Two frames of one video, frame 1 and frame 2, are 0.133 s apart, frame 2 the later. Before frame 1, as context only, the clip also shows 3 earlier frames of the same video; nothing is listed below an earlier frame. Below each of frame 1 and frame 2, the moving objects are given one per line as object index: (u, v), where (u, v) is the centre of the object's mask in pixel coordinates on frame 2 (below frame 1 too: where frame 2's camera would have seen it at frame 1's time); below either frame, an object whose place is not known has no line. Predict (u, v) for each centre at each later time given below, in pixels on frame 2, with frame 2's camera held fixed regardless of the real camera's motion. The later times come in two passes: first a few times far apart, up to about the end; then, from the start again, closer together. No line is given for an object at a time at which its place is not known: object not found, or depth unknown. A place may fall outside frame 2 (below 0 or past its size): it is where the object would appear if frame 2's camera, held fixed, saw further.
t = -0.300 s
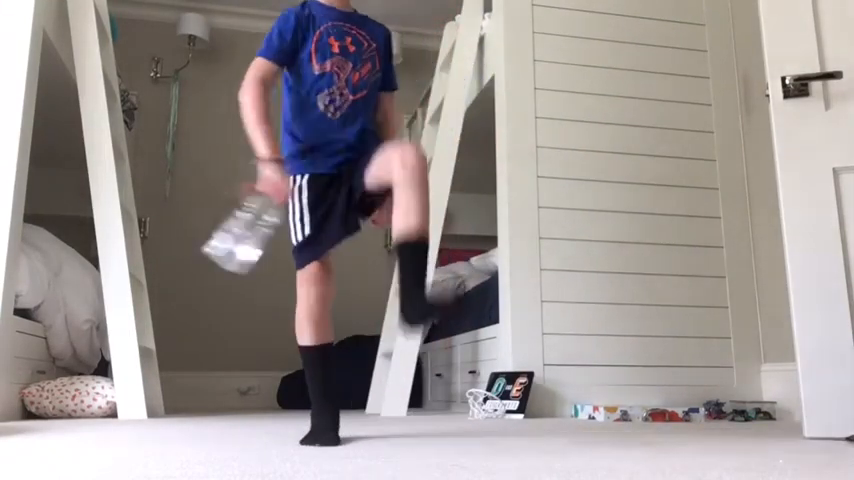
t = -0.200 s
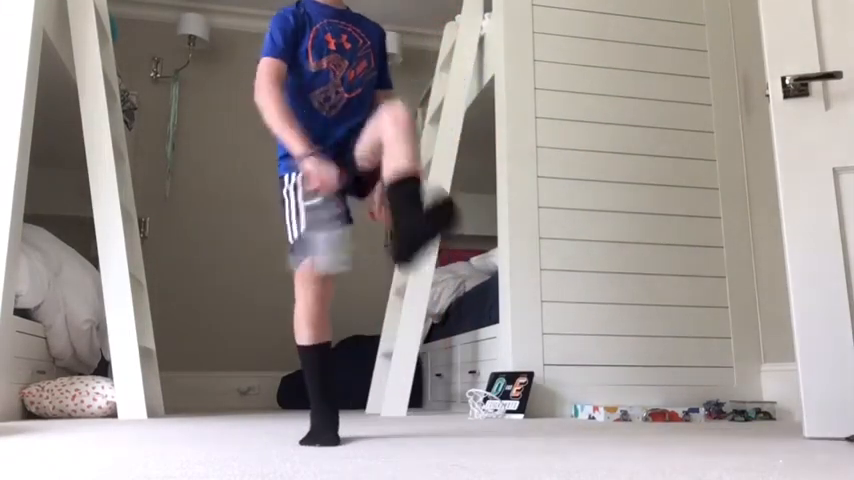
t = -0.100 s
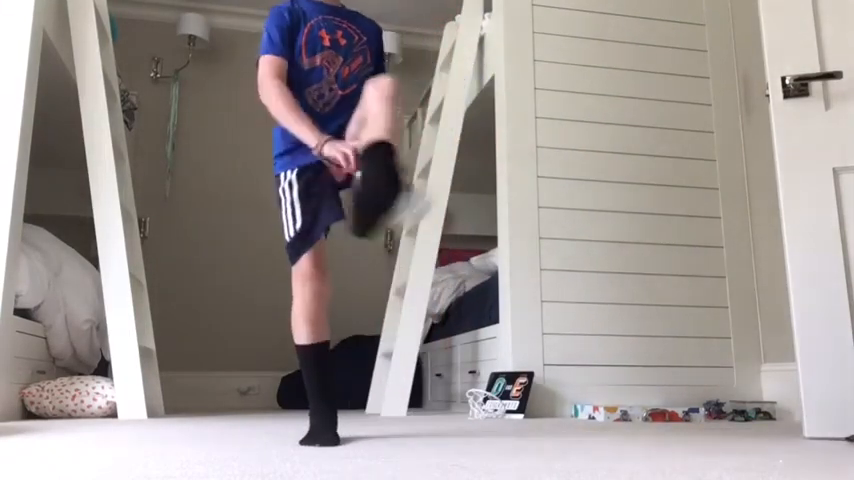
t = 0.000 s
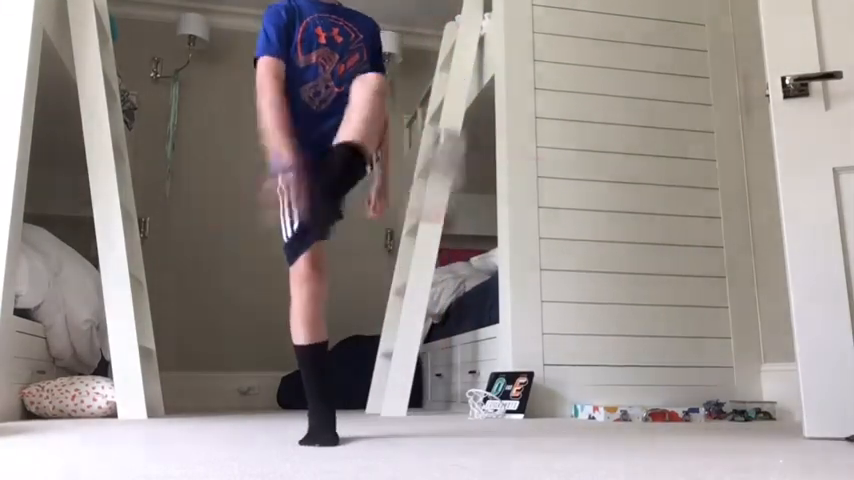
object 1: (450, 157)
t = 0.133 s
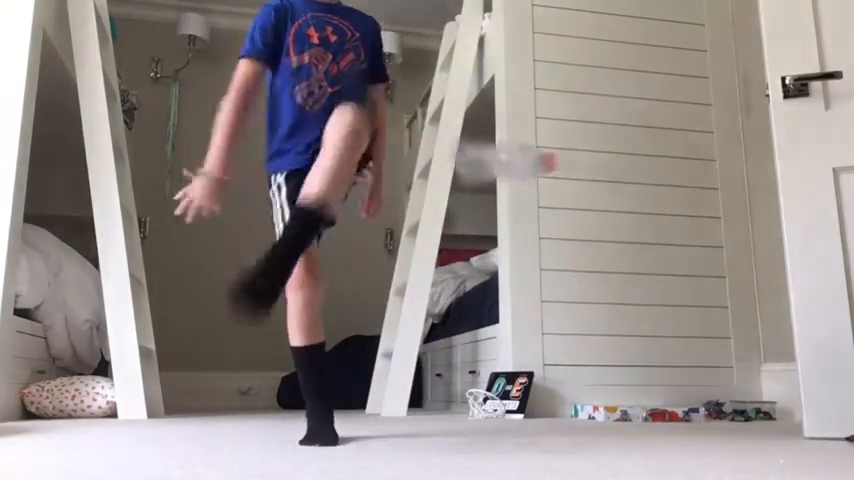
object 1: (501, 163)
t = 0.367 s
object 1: (604, 400)
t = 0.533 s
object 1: (633, 403)
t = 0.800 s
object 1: (624, 403)
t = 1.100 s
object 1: (627, 404)
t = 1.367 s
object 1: (627, 403)
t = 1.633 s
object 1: (627, 404)
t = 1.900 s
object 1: (627, 403)
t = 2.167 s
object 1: (627, 404)
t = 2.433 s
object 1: (627, 404)
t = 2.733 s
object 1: (627, 404)
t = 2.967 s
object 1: (627, 404)
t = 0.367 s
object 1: (604, 400)
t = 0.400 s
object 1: (609, 404)
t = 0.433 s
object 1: (615, 402)
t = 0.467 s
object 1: (621, 402)
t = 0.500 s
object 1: (628, 402)
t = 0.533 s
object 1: (633, 403)
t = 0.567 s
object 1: (636, 402)
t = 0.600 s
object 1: (639, 402)
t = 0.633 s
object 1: (640, 402)
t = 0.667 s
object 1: (640, 402)
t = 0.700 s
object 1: (638, 403)
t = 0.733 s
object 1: (635, 403)
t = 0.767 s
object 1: (631, 402)
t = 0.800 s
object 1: (624, 403)
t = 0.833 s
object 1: (621, 403)
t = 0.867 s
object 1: (620, 404)
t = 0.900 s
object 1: (621, 403)
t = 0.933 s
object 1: (623, 404)
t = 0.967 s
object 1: (626, 404)
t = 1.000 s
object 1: (627, 404)
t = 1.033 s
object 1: (627, 404)
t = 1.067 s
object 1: (627, 404)
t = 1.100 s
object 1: (627, 404)
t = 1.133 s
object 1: (627, 404)
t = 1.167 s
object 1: (627, 404)
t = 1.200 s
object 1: (626, 403)
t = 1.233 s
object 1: (627, 403)
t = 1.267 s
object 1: (627, 403)
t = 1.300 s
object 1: (627, 403)
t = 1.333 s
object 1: (627, 403)
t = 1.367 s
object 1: (627, 403)
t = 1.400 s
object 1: (627, 403)
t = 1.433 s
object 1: (627, 403)
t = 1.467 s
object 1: (627, 403)
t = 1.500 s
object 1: (627, 403)
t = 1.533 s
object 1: (627, 403)
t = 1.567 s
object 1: (627, 403)
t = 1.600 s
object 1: (627, 404)
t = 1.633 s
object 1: (627, 404)
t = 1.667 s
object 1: (627, 403)
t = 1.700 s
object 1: (627, 403)
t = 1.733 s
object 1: (627, 403)
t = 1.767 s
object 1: (627, 403)
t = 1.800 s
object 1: (627, 403)
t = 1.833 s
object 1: (627, 403)
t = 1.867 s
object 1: (627, 403)
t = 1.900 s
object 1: (627, 403)
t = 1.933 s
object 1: (627, 403)
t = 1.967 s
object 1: (627, 403)
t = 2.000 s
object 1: (627, 403)
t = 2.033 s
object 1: (627, 404)
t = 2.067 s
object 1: (627, 404)
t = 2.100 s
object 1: (627, 404)
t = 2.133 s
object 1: (627, 404)
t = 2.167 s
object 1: (627, 404)
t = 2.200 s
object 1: (627, 404)
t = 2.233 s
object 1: (627, 404)
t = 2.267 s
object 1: (627, 404)
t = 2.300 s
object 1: (627, 404)
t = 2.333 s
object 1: (627, 404)
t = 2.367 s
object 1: (627, 404)
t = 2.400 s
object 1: (627, 404)
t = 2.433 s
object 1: (627, 404)
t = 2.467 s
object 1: (627, 404)
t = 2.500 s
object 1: (627, 404)
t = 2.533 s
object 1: (627, 404)
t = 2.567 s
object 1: (627, 404)
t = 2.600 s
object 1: (627, 404)
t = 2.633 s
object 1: (627, 404)
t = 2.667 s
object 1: (627, 404)
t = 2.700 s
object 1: (627, 404)
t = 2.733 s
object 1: (627, 404)
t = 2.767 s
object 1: (627, 404)
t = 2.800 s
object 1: (627, 404)
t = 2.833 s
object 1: (627, 404)
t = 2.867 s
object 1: (627, 404)
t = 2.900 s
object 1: (627, 404)
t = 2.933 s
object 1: (627, 404)
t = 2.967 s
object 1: (627, 404)
